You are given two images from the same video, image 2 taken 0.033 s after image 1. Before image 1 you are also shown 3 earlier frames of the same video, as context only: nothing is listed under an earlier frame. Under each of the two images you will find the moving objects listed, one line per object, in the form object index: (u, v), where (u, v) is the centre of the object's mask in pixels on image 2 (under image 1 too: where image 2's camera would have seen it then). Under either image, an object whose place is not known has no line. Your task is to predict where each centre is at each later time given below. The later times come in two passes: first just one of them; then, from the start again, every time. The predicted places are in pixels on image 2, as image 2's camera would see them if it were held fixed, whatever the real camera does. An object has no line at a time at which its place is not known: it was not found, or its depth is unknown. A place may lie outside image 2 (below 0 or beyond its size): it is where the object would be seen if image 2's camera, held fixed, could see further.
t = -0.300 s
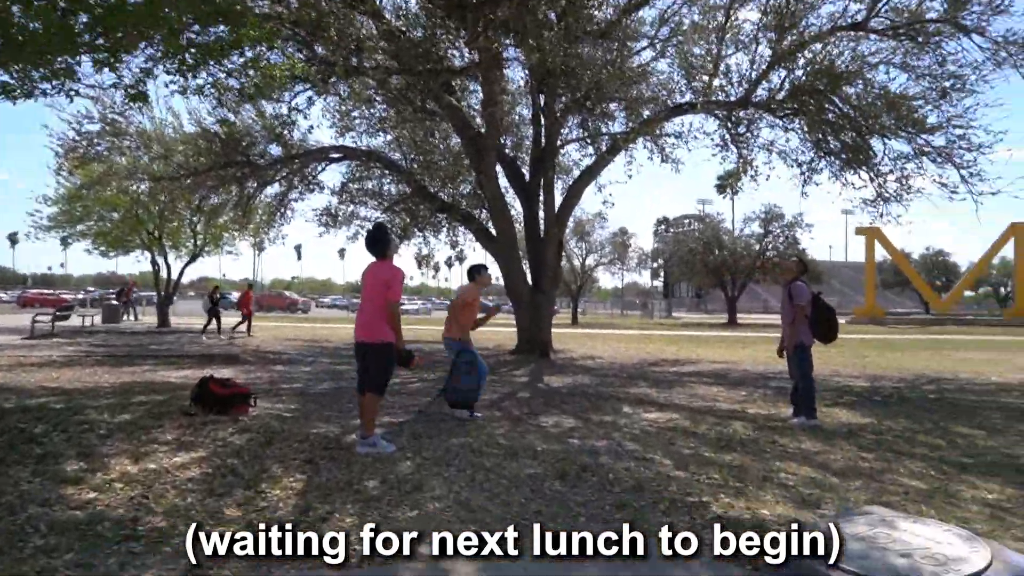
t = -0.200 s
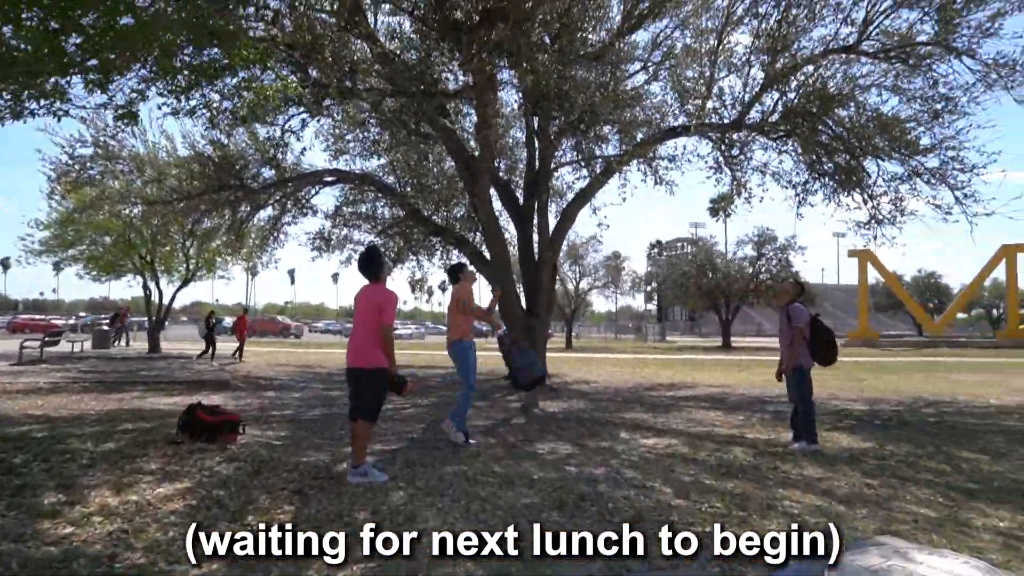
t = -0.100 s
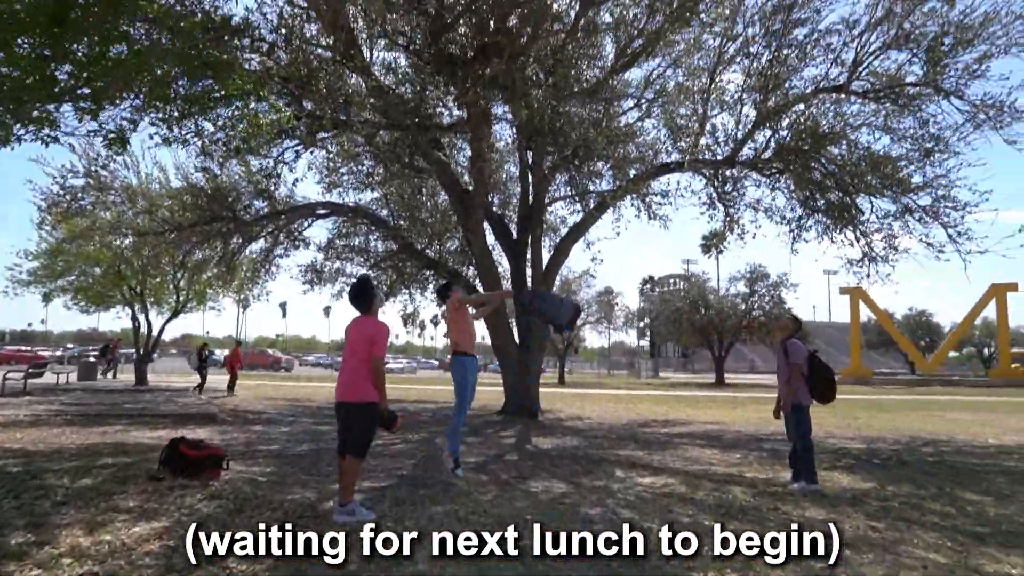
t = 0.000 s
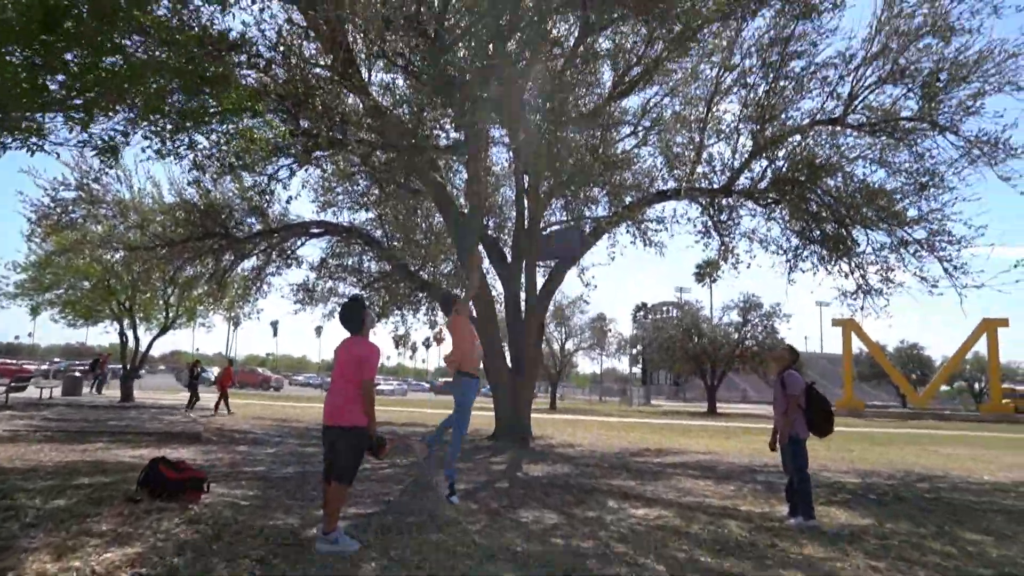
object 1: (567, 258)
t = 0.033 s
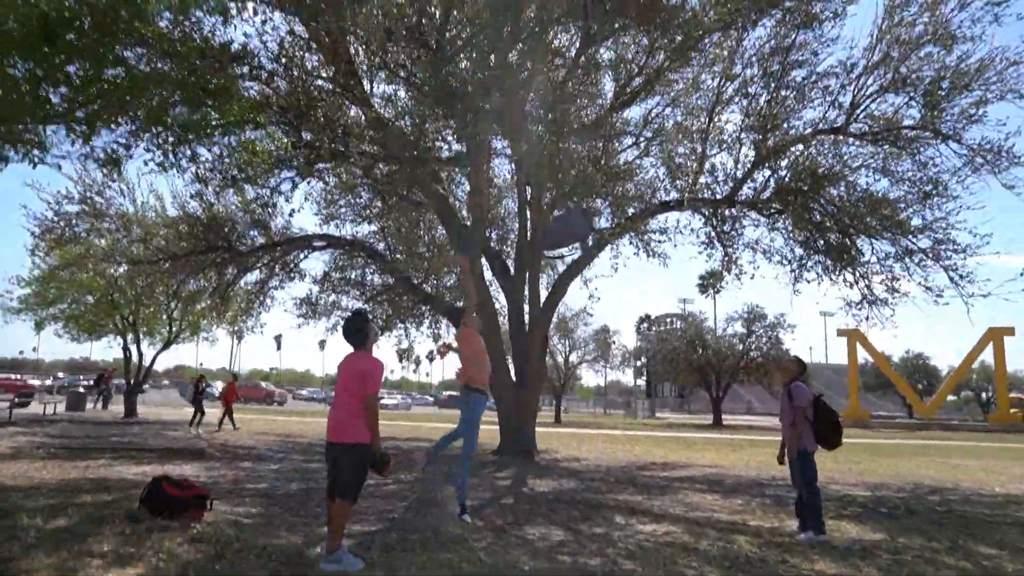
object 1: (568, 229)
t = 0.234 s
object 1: (592, 101)
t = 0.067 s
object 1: (569, 205)
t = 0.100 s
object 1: (574, 184)
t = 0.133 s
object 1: (579, 168)
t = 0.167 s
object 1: (585, 139)
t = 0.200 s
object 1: (588, 118)
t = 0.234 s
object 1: (592, 101)
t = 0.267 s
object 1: (595, 79)
